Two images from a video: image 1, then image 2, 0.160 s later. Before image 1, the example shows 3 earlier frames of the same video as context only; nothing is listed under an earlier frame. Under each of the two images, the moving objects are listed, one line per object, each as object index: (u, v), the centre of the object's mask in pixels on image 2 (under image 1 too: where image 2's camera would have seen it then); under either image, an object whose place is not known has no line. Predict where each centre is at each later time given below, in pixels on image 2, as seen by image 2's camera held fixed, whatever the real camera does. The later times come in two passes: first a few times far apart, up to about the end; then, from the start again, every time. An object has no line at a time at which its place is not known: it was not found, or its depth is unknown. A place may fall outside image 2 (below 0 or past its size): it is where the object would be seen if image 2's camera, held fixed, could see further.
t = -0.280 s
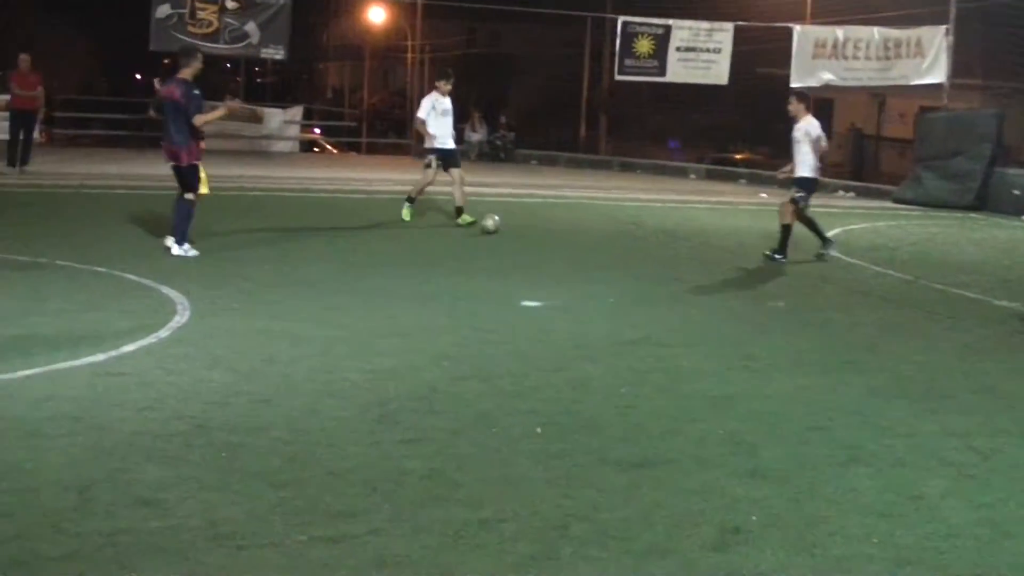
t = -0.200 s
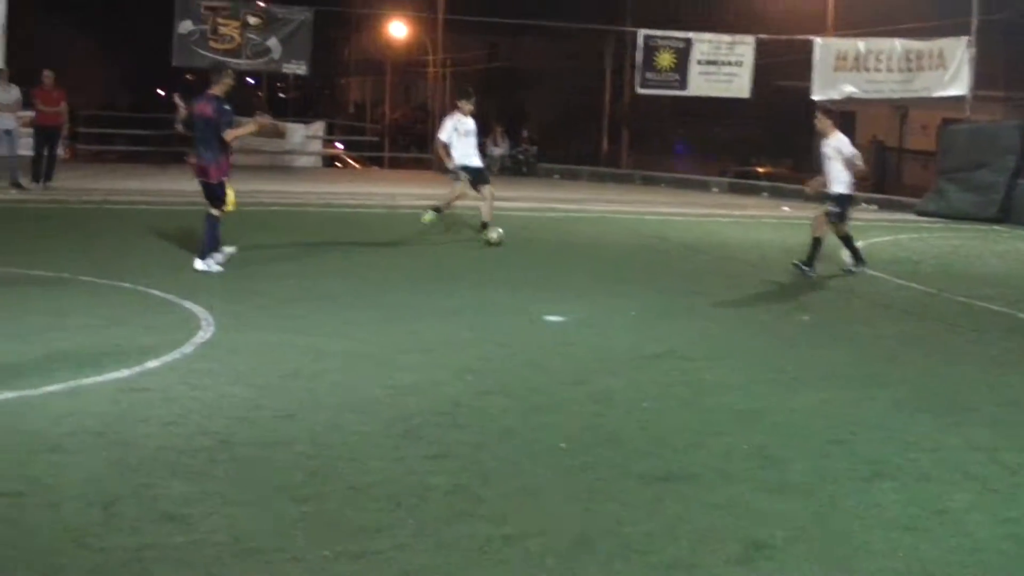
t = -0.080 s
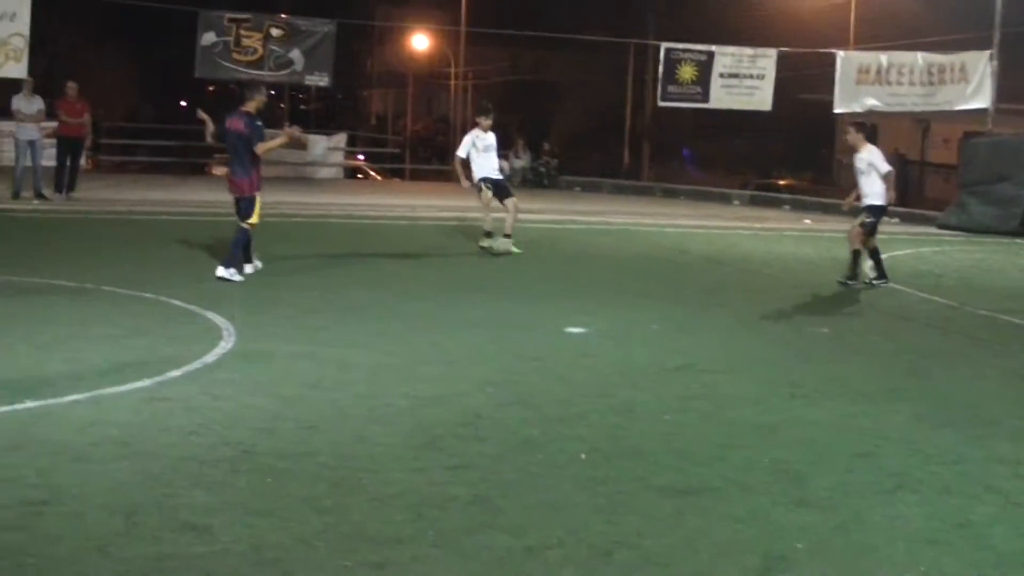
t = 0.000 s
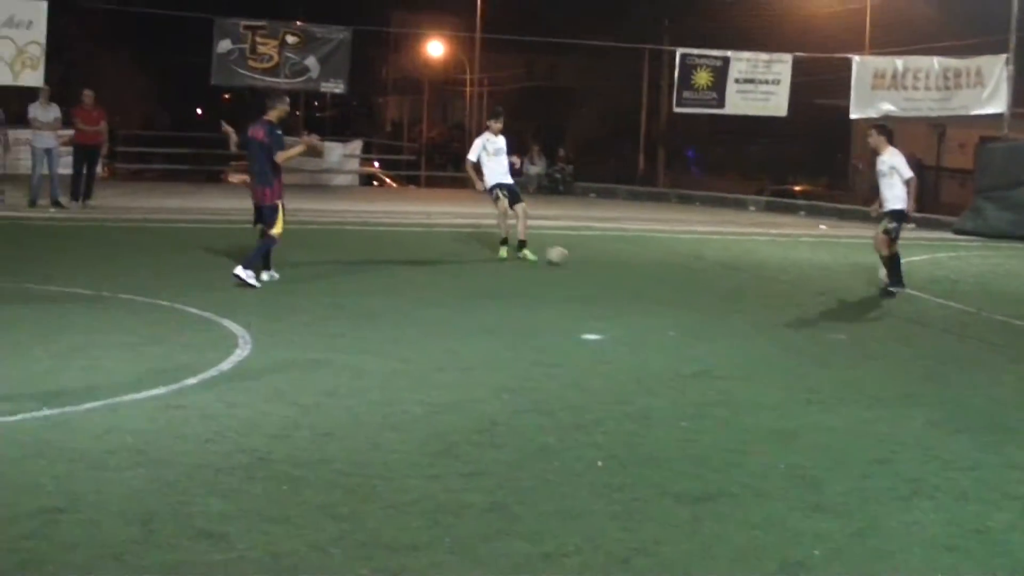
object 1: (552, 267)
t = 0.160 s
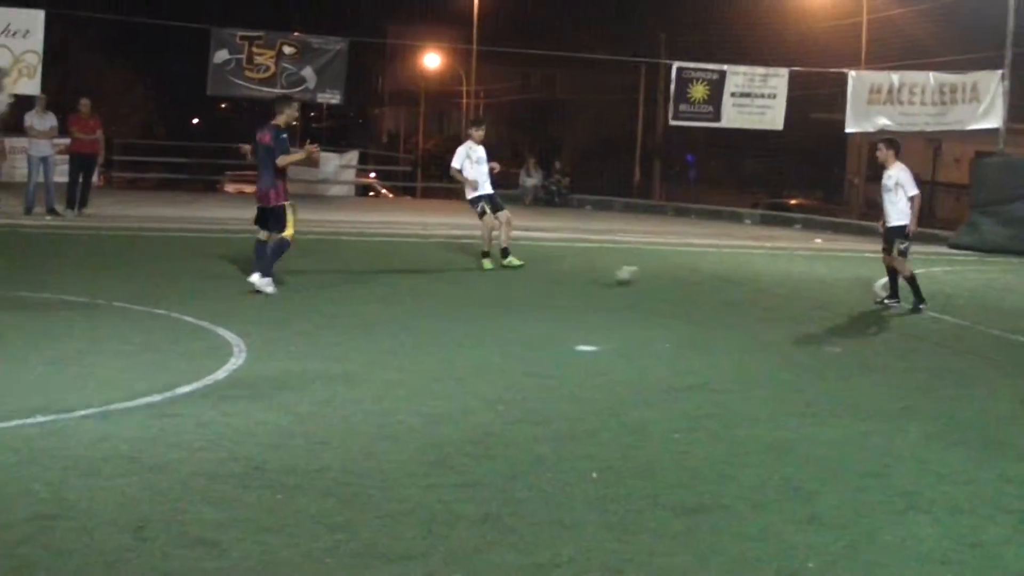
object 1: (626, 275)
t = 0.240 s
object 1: (659, 278)
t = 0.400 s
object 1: (718, 285)
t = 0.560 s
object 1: (771, 289)
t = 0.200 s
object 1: (642, 277)
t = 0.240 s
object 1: (659, 278)
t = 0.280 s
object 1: (675, 279)
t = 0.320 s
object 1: (690, 281)
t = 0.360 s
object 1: (704, 283)
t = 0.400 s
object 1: (718, 285)
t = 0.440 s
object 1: (731, 286)
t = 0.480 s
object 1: (744, 287)
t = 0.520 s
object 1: (757, 289)
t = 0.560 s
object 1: (771, 289)
